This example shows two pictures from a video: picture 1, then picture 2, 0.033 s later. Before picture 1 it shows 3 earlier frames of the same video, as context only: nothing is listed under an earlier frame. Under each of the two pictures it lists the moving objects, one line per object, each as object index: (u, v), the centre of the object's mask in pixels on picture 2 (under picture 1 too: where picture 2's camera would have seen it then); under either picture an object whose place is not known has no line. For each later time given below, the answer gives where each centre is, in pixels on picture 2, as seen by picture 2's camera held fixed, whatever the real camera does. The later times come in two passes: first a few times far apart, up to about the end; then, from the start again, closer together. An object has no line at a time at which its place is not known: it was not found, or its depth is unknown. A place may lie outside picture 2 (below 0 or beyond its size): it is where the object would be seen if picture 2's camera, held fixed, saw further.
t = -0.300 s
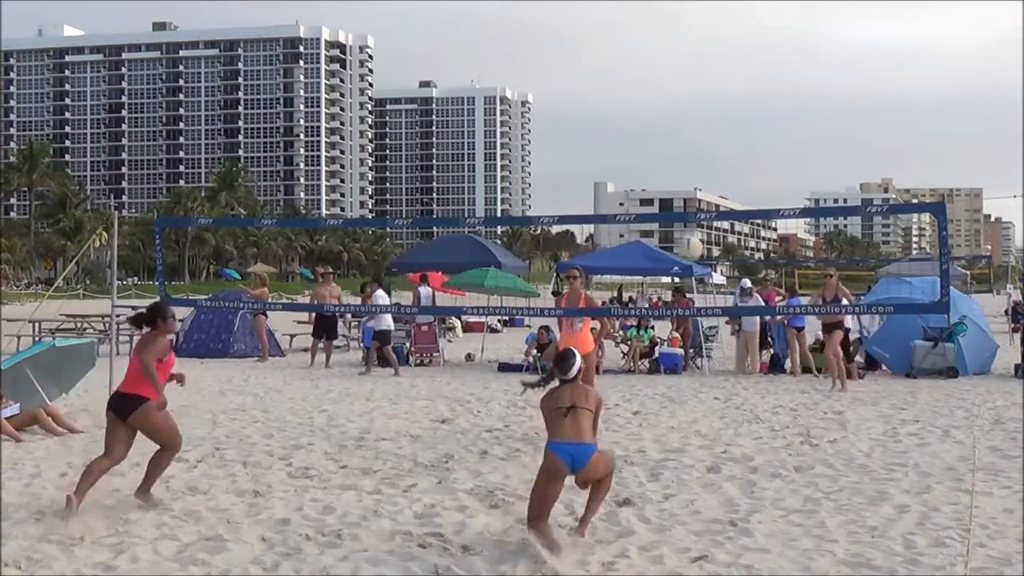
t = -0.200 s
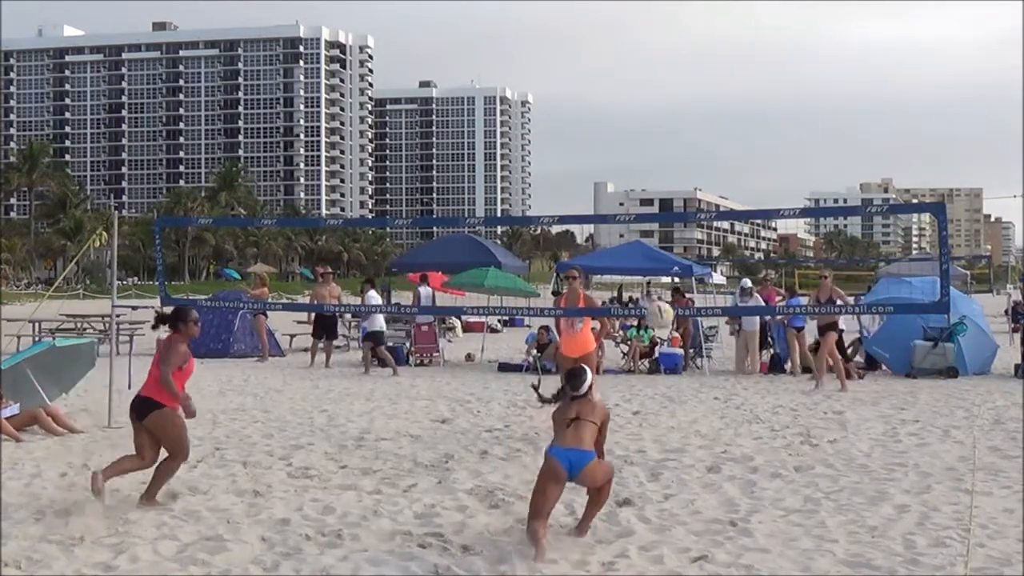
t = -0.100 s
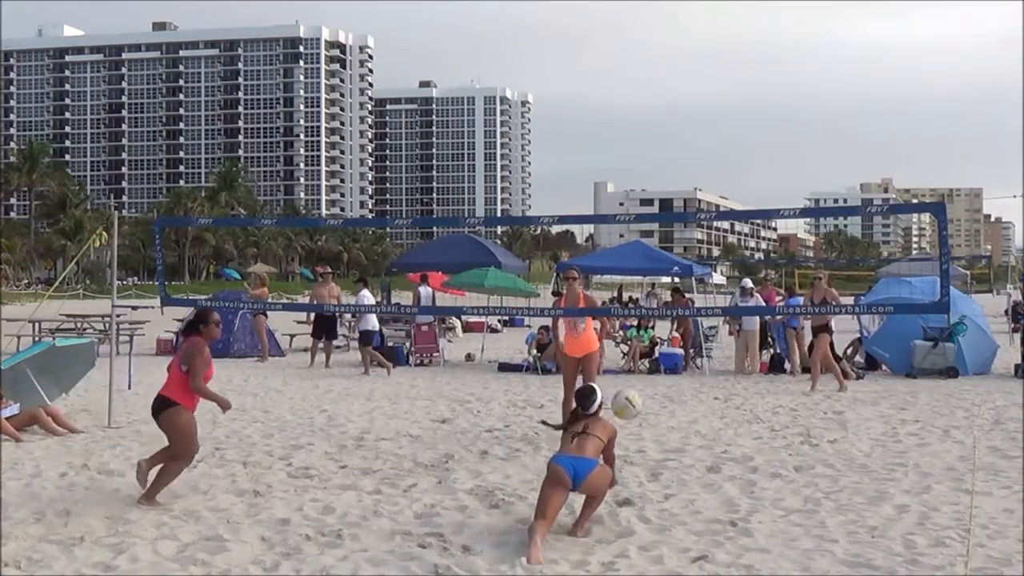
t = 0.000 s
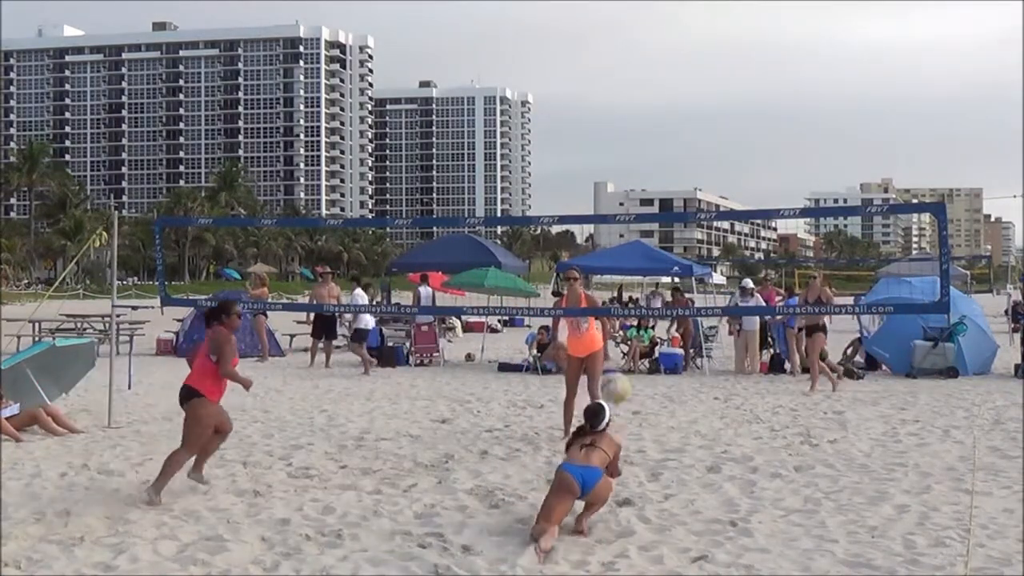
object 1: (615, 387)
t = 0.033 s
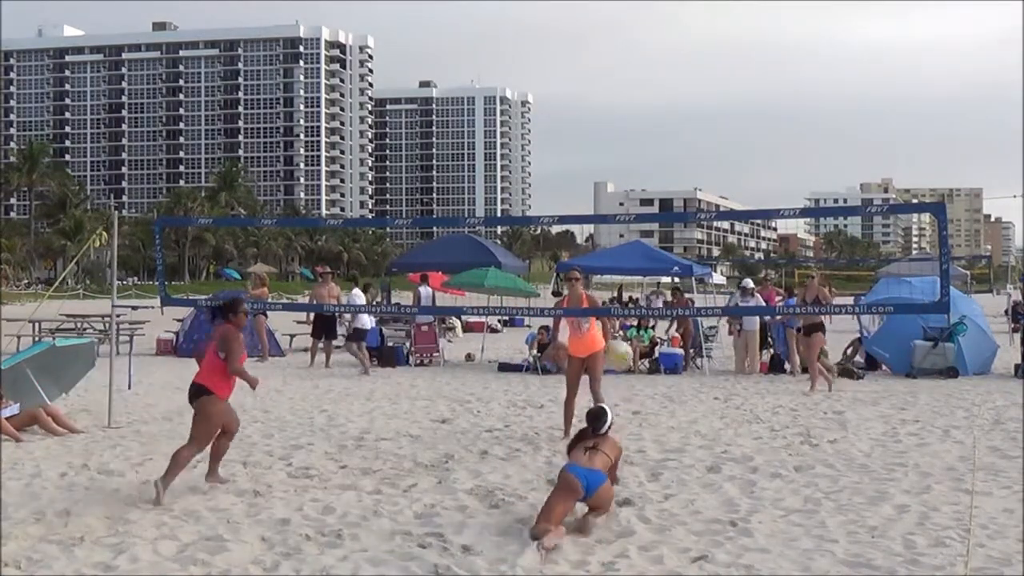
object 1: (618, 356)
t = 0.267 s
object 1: (626, 179)
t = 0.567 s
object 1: (637, 77)
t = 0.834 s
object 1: (644, 83)
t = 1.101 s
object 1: (649, 172)
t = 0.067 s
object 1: (618, 324)
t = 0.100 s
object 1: (620, 294)
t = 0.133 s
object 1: (623, 268)
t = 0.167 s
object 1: (624, 243)
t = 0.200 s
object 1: (626, 219)
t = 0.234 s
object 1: (627, 199)
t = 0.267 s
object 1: (626, 179)
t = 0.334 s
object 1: (630, 146)
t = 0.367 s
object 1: (631, 132)
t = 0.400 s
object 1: (632, 118)
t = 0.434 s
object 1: (633, 107)
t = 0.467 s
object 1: (634, 97)
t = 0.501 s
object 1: (634, 89)
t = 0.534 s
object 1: (636, 82)
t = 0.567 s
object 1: (637, 77)
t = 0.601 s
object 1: (638, 73)
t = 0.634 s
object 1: (638, 70)
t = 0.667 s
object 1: (639, 69)
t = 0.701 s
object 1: (640, 70)
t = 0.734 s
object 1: (641, 71)
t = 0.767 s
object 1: (642, 74)
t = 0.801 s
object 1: (643, 78)
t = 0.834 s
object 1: (644, 83)
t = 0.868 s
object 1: (645, 90)
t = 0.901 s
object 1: (645, 98)
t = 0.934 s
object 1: (646, 107)
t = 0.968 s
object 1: (646, 118)
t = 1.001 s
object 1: (647, 130)
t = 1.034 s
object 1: (648, 142)
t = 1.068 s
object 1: (649, 156)
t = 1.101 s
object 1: (649, 172)
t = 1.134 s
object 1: (649, 186)
